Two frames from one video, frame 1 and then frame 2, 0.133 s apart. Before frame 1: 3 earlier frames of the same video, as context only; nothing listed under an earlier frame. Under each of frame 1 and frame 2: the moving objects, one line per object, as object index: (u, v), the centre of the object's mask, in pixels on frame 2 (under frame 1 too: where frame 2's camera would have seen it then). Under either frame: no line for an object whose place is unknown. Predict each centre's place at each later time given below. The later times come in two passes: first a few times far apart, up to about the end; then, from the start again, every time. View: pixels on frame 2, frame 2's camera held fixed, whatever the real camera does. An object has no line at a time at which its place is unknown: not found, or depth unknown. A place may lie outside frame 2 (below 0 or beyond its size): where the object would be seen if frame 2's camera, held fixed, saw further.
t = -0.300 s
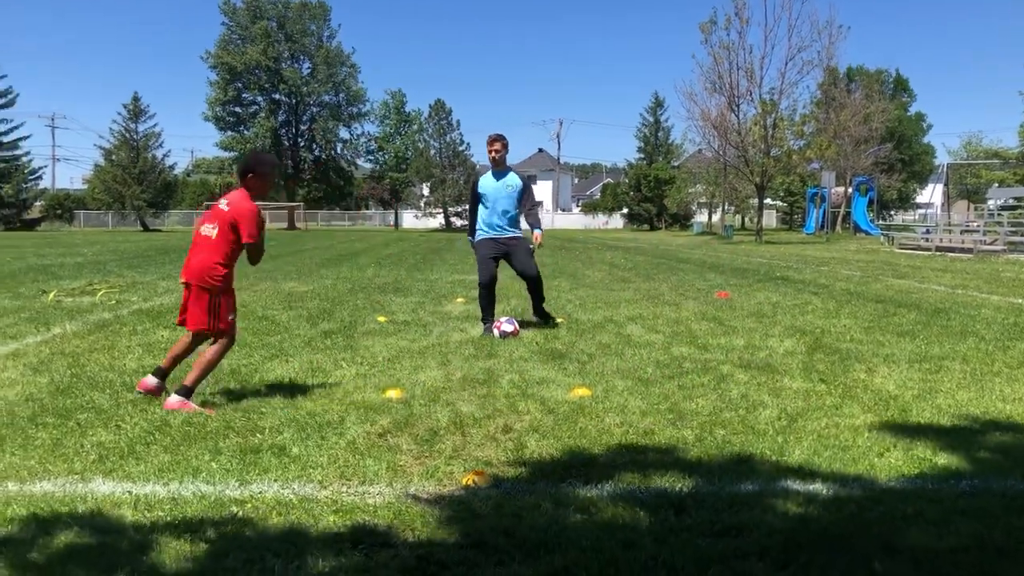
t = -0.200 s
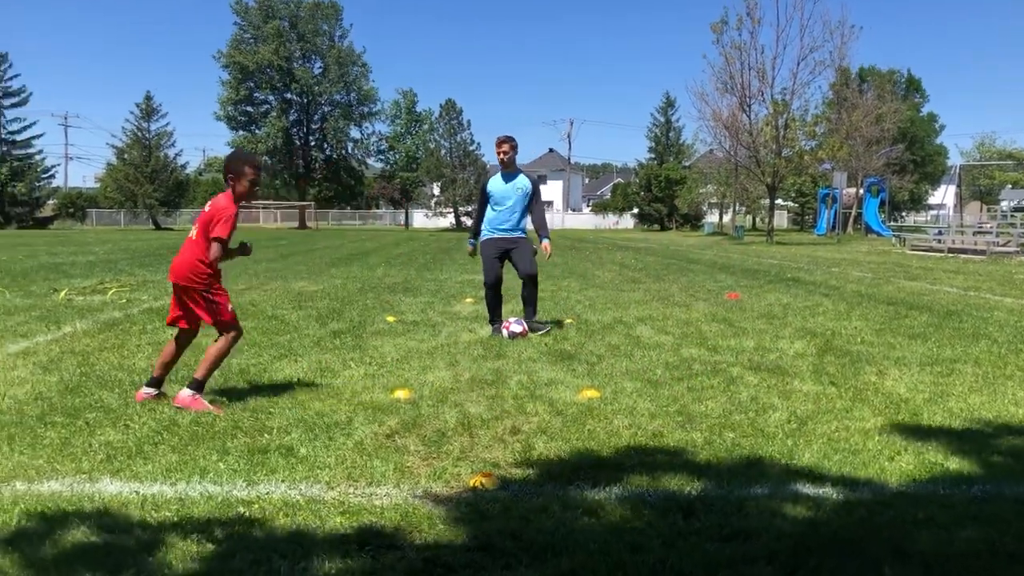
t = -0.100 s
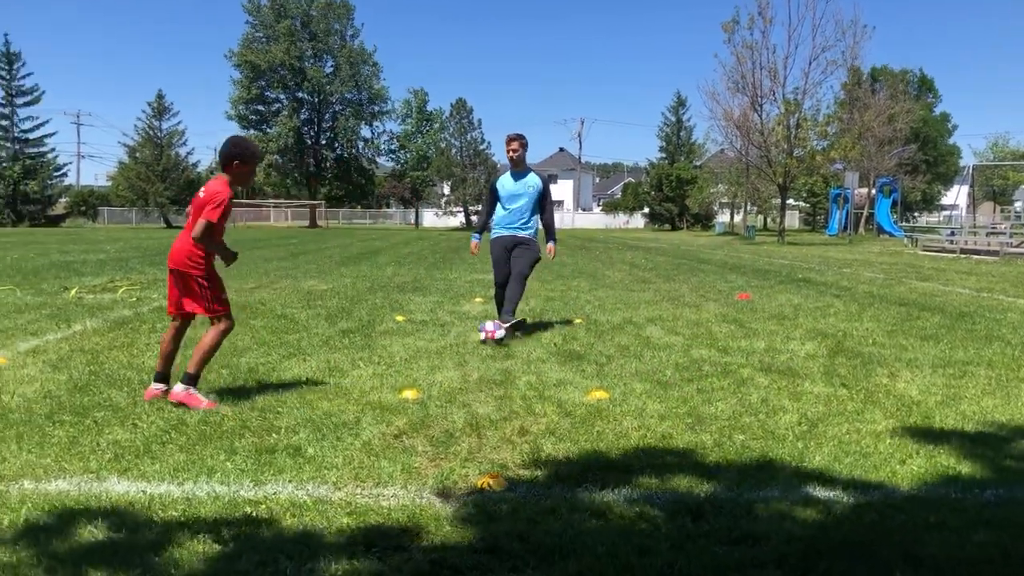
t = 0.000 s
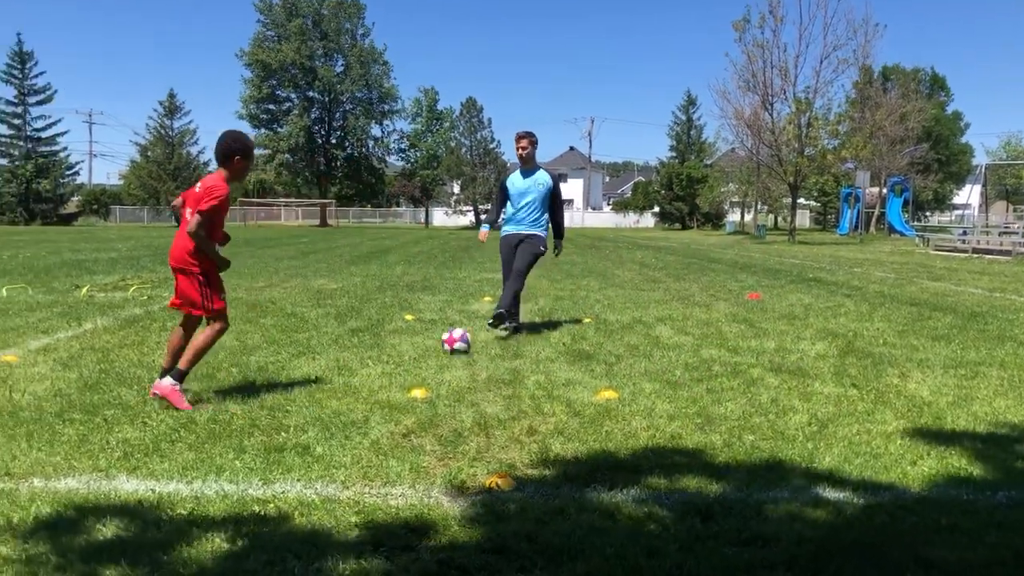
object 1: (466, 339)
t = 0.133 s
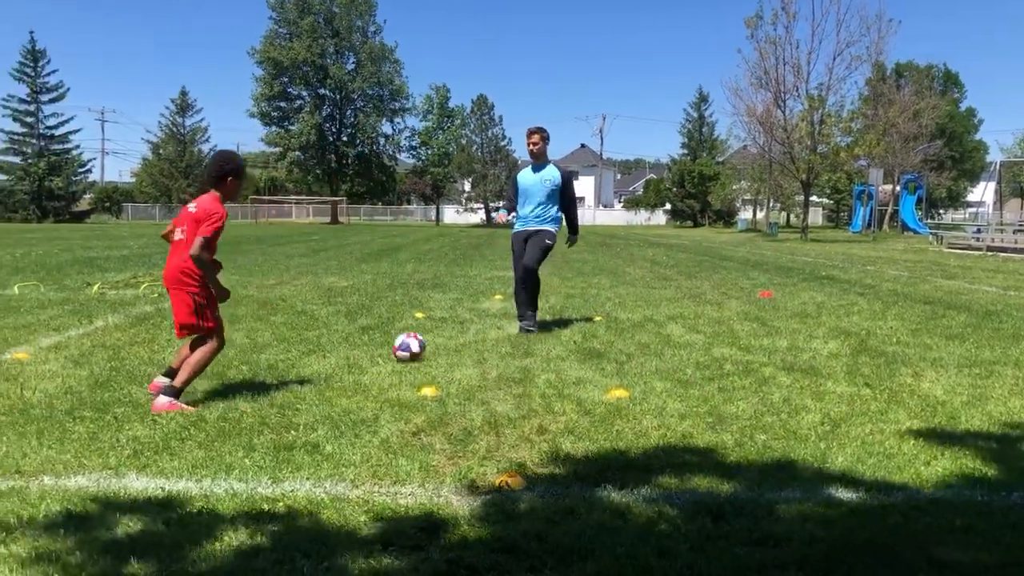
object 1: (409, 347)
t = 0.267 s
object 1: (353, 357)
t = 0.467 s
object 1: (267, 371)
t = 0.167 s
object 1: (395, 350)
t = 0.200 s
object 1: (379, 353)
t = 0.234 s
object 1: (366, 355)
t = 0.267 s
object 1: (353, 357)
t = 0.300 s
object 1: (339, 358)
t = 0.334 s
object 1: (326, 361)
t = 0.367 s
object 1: (311, 365)
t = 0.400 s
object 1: (297, 368)
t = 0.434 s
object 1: (282, 369)
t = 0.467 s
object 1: (267, 371)
